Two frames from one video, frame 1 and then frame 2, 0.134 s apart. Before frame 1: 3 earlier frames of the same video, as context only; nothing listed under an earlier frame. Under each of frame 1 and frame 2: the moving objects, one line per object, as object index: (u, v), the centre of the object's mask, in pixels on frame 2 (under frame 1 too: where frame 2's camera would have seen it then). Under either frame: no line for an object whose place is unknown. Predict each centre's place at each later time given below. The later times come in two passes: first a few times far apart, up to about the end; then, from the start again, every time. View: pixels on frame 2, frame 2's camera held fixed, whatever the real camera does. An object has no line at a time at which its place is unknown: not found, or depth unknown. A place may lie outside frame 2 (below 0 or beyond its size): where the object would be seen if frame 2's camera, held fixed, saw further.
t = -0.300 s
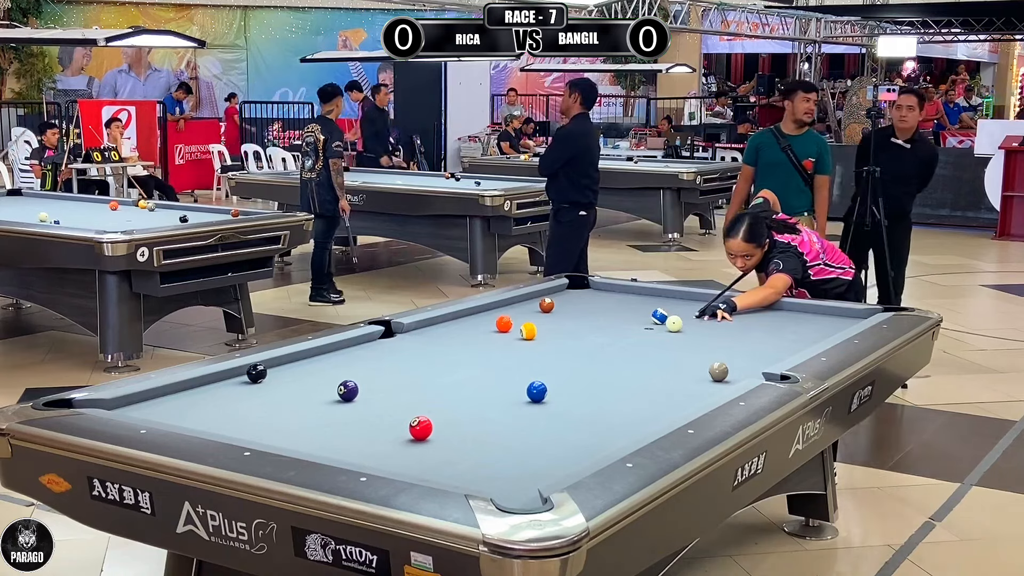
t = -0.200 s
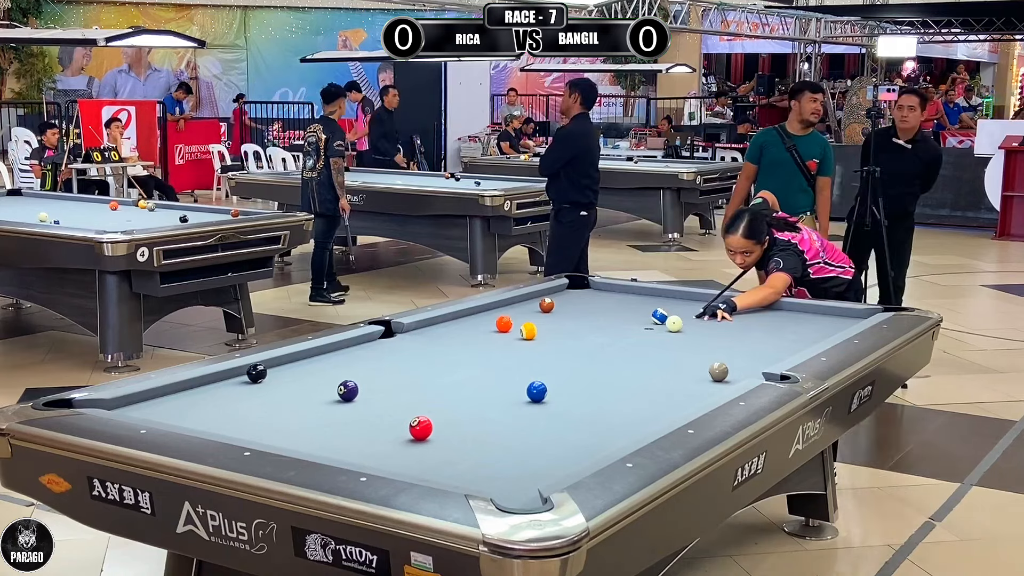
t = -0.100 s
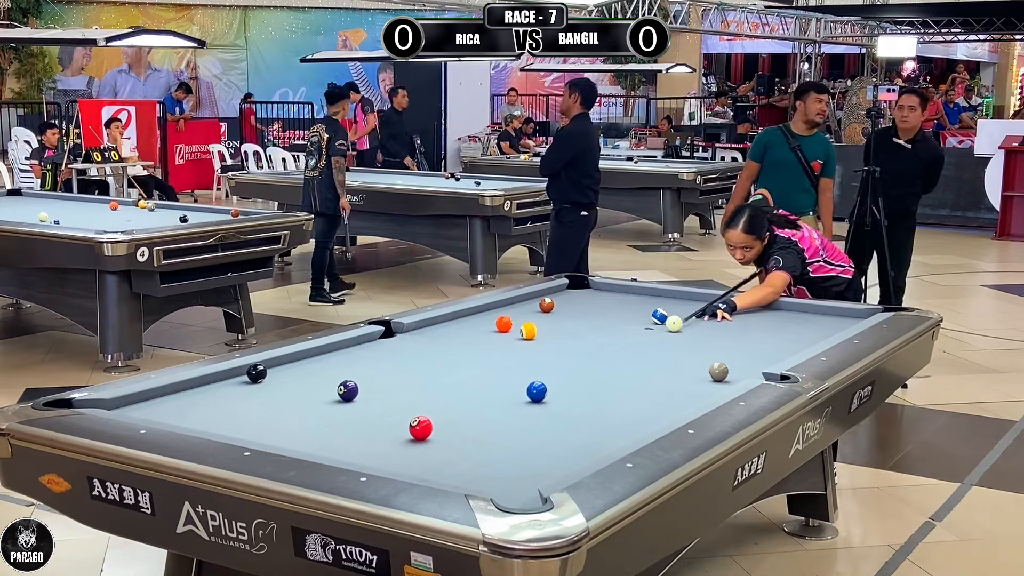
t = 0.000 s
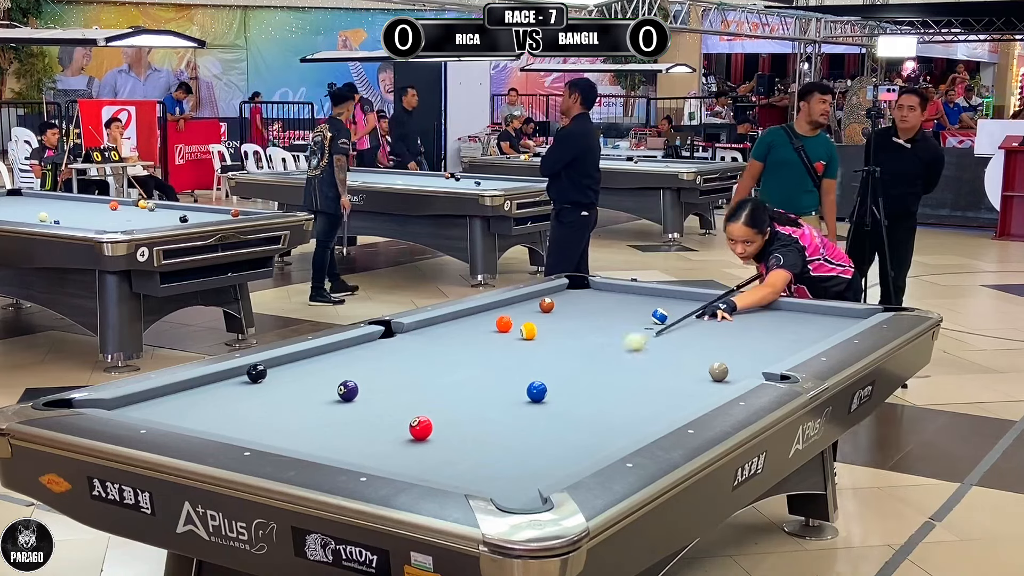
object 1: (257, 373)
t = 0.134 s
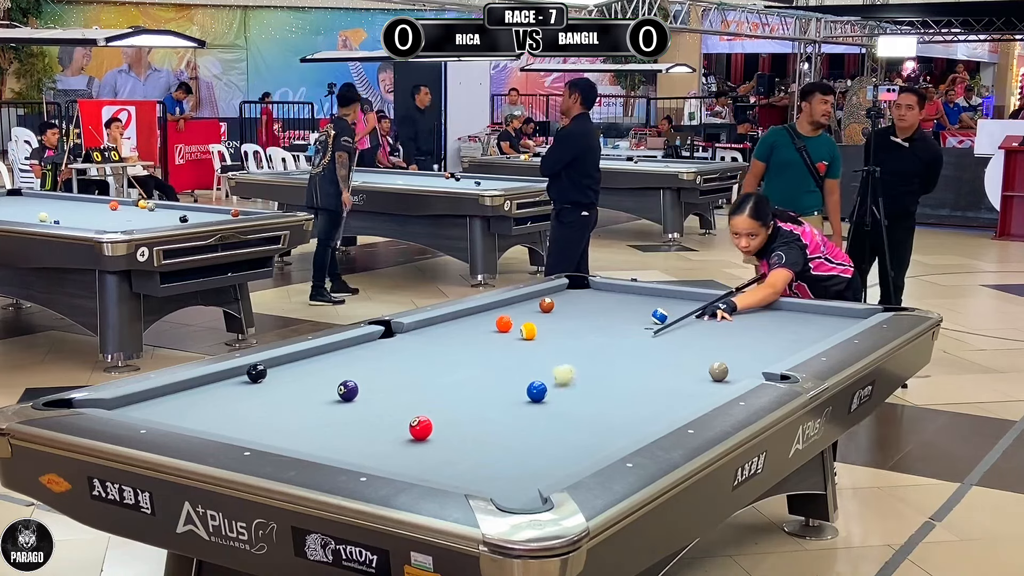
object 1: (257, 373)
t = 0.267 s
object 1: (257, 373)
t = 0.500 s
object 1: (257, 373)
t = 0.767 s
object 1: (257, 373)
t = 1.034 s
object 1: (253, 373)
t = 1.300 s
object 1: (218, 378)
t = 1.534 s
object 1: (209, 382)
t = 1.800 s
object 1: (198, 387)
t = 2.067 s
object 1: (188, 392)
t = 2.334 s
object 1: (180, 396)
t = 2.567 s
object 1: (173, 399)
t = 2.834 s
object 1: (166, 402)
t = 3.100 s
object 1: (161, 405)
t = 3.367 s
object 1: (156, 407)
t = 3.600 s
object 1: (153, 409)
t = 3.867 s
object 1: (151, 409)
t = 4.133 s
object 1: (150, 410)
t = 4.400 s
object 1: (150, 410)
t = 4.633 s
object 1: (150, 410)
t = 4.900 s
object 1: (150, 410)
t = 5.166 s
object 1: (150, 410)
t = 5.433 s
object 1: (150, 410)
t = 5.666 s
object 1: (150, 410)
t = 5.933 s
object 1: (151, 410)
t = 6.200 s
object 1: (150, 410)
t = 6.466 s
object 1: (150, 410)
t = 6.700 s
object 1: (150, 410)
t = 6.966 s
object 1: (150, 410)
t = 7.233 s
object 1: (150, 410)
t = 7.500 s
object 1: (150, 410)
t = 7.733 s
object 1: (150, 410)
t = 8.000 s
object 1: (150, 410)
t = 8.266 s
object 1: (150, 410)
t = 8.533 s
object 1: (150, 410)
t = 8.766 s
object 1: (150, 410)
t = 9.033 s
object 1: (151, 410)
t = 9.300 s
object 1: (150, 410)
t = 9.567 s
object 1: (150, 410)
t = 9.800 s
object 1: (150, 410)
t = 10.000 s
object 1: (150, 410)
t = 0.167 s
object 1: (257, 373)
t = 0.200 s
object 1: (257, 373)
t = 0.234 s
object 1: (257, 373)
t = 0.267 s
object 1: (257, 373)
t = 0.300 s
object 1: (257, 373)
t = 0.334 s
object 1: (257, 373)
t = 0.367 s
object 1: (257, 372)
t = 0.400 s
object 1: (257, 373)
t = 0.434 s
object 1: (257, 373)
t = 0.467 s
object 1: (257, 373)
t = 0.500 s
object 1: (257, 373)
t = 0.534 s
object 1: (257, 373)
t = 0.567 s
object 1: (257, 373)
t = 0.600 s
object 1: (257, 373)
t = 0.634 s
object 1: (257, 373)
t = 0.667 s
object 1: (257, 373)
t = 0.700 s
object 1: (257, 373)
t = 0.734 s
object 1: (257, 373)
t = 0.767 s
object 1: (257, 373)
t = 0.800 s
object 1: (257, 373)
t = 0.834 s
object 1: (257, 373)
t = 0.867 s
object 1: (257, 373)
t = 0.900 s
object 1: (257, 372)
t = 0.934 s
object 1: (257, 373)
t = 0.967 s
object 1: (257, 373)
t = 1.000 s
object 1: (257, 373)
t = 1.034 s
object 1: (253, 373)
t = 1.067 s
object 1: (247, 374)
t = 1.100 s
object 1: (243, 374)
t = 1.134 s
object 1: (238, 375)
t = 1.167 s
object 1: (235, 376)
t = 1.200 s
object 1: (230, 376)
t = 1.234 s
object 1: (226, 377)
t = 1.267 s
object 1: (222, 377)
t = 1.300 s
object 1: (218, 378)
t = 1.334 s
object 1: (217, 378)
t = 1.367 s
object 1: (215, 379)
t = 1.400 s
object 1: (214, 380)
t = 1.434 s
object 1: (213, 380)
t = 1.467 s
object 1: (211, 381)
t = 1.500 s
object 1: (210, 381)
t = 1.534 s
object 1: (209, 382)
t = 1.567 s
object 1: (207, 383)
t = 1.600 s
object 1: (206, 384)
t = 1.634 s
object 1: (204, 384)
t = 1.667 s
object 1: (203, 385)
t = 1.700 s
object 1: (202, 386)
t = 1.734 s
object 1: (200, 386)
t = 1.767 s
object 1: (199, 387)
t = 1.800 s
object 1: (198, 387)
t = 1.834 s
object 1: (197, 387)
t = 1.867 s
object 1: (195, 388)
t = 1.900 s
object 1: (194, 389)
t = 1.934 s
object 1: (193, 389)
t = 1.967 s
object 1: (192, 390)
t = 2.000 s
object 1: (191, 391)
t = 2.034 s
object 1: (189, 391)
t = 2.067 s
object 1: (188, 392)
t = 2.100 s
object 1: (187, 392)
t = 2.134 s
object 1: (186, 393)
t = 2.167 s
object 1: (185, 393)
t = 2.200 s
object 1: (184, 393)
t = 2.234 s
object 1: (183, 394)
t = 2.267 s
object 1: (182, 395)
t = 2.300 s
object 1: (181, 395)
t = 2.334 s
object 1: (180, 396)
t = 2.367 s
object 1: (179, 397)
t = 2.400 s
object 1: (178, 397)
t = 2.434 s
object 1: (177, 397)
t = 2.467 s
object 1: (176, 398)
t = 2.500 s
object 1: (175, 398)
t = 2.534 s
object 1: (174, 399)
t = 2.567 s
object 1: (173, 399)
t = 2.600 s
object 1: (172, 400)
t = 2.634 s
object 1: (171, 400)
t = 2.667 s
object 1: (170, 401)
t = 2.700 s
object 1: (170, 401)
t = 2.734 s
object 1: (169, 401)
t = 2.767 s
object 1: (168, 402)
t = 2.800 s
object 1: (167, 402)
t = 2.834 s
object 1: (166, 402)
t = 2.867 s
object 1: (166, 403)
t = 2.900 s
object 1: (165, 403)
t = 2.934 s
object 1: (164, 404)
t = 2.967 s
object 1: (163, 404)
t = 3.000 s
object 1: (163, 404)
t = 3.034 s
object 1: (162, 405)
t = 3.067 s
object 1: (161, 405)
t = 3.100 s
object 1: (161, 405)
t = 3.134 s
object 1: (160, 406)
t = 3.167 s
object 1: (159, 406)
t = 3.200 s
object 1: (159, 406)
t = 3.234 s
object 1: (158, 407)
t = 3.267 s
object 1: (158, 407)
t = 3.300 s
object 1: (157, 407)
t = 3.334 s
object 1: (157, 407)
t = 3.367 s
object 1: (156, 407)
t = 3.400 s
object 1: (156, 408)
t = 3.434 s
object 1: (155, 408)
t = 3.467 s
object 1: (155, 408)
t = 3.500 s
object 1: (154, 408)
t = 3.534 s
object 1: (154, 408)
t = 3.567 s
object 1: (154, 408)
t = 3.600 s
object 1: (153, 409)
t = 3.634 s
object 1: (153, 409)
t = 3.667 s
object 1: (153, 409)
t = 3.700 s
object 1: (152, 409)
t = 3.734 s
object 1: (152, 409)
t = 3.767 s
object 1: (152, 409)
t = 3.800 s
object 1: (152, 409)
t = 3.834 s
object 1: (152, 409)
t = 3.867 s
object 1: (151, 409)
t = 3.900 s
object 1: (151, 409)
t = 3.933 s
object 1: (151, 410)
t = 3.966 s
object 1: (151, 409)
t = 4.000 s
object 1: (151, 410)
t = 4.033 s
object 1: (151, 410)
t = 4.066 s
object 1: (151, 410)
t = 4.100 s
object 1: (150, 410)
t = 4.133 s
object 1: (150, 410)
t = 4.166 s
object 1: (150, 410)
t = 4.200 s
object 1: (150, 410)
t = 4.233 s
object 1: (150, 410)
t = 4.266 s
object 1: (150, 410)
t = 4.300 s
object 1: (150, 410)
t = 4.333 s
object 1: (150, 410)
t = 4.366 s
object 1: (150, 410)
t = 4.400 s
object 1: (150, 410)
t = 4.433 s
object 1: (150, 410)
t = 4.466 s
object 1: (150, 410)
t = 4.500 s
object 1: (150, 410)
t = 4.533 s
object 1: (150, 410)
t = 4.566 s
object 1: (150, 410)
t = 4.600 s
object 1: (150, 410)
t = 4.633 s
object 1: (150, 410)
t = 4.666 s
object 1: (150, 410)
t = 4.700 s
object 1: (150, 410)
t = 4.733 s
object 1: (150, 410)
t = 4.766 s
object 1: (150, 410)
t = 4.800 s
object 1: (150, 410)
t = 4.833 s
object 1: (150, 410)
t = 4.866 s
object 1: (150, 410)
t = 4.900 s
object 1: (150, 410)
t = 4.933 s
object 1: (150, 410)
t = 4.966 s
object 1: (150, 410)
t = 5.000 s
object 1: (150, 410)
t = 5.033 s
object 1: (150, 410)
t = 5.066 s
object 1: (150, 410)
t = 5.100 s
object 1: (150, 410)
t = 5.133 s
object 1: (150, 410)
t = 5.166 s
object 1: (150, 410)
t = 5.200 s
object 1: (150, 410)
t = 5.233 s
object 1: (150, 410)
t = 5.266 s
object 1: (150, 410)
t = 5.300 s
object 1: (150, 410)
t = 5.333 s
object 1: (150, 410)
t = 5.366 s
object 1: (150, 410)
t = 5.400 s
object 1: (150, 410)
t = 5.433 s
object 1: (150, 410)
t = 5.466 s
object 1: (150, 410)
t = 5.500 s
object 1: (150, 410)
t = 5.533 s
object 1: (150, 410)
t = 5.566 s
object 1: (150, 410)
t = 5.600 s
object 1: (150, 410)
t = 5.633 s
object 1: (150, 410)
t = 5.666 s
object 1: (150, 410)
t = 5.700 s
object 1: (150, 410)
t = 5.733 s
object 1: (150, 410)
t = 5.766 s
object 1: (150, 410)
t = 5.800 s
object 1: (150, 410)
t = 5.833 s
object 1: (150, 410)
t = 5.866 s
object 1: (150, 410)
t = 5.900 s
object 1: (150, 410)
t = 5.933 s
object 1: (151, 410)
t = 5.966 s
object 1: (151, 410)
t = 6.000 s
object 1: (151, 410)
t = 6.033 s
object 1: (150, 410)
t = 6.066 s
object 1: (150, 410)
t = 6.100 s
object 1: (150, 410)
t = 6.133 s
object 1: (150, 410)
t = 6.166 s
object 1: (150, 410)
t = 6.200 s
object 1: (150, 410)
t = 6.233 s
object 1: (150, 410)
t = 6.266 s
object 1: (150, 410)
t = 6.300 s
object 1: (150, 410)
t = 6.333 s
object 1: (150, 410)
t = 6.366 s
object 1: (150, 410)
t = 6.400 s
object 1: (150, 410)
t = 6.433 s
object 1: (150, 410)
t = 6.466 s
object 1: (150, 410)
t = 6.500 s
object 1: (150, 410)
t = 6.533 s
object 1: (150, 410)
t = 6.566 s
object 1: (150, 410)
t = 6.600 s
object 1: (150, 410)
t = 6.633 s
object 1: (150, 410)
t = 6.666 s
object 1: (150, 410)
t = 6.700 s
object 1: (150, 410)
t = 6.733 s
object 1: (150, 410)
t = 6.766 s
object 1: (150, 410)
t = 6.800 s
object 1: (150, 410)
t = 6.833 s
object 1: (150, 410)
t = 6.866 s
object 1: (150, 410)
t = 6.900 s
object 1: (150, 410)
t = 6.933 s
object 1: (150, 410)
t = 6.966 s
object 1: (150, 410)
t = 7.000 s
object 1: (150, 410)
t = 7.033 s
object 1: (150, 410)
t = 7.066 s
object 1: (150, 410)
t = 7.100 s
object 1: (150, 410)
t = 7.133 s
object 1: (150, 410)
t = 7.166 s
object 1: (150, 410)
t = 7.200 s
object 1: (150, 410)
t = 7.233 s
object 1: (150, 410)
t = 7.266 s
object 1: (150, 410)
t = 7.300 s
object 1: (150, 410)
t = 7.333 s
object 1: (150, 410)
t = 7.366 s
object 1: (150, 410)
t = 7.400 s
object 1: (150, 410)
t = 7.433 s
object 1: (150, 410)
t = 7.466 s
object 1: (150, 410)
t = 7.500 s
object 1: (150, 410)
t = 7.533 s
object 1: (150, 410)
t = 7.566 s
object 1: (150, 410)
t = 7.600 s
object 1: (150, 410)
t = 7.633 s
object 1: (150, 410)
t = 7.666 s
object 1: (150, 410)
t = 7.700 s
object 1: (150, 410)
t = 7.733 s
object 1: (150, 410)
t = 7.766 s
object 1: (150, 410)
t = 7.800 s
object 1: (150, 410)
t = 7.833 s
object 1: (150, 410)
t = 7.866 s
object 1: (150, 410)
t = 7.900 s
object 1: (150, 410)
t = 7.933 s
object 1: (150, 410)
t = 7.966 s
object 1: (150, 410)
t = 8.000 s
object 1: (150, 410)
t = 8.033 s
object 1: (150, 410)
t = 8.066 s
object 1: (150, 410)
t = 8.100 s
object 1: (150, 410)
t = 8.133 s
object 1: (150, 410)
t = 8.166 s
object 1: (150, 410)
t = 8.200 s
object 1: (150, 410)
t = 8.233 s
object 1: (150, 410)
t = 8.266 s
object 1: (150, 410)
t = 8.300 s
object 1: (150, 410)
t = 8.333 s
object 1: (150, 410)
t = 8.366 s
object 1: (150, 410)
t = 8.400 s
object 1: (150, 410)
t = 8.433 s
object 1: (150, 410)
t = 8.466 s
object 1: (150, 410)
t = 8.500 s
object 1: (150, 410)
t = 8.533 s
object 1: (150, 410)
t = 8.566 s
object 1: (150, 410)
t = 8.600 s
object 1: (150, 410)
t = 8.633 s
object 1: (150, 410)
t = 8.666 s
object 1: (150, 410)
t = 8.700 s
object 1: (150, 410)
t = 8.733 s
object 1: (150, 410)
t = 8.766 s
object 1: (150, 410)
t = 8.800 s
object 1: (150, 410)
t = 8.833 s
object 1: (150, 410)
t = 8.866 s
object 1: (150, 410)
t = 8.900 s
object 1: (150, 410)
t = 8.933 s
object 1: (150, 410)
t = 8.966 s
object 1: (150, 410)
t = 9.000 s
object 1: (150, 410)
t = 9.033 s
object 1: (151, 410)
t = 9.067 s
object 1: (150, 410)
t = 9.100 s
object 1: (150, 410)
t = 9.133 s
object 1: (150, 410)
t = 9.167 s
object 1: (150, 410)
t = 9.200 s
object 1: (150, 410)
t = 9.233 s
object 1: (150, 410)
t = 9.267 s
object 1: (150, 410)
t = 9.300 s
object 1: (150, 410)
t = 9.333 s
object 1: (150, 410)
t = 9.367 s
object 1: (150, 410)
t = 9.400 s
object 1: (150, 410)
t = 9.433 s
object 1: (150, 410)
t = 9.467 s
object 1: (150, 410)
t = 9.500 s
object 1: (150, 410)
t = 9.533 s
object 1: (150, 410)
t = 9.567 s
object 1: (150, 410)
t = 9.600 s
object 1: (150, 410)
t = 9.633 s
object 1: (150, 410)
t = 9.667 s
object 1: (150, 410)
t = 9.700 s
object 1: (150, 410)
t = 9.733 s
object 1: (150, 410)
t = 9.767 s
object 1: (150, 410)
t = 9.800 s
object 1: (150, 410)
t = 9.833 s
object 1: (150, 410)
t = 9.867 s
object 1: (150, 410)
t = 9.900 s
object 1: (150, 410)
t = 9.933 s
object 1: (150, 410)
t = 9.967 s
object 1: (150, 410)
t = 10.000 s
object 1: (150, 410)
